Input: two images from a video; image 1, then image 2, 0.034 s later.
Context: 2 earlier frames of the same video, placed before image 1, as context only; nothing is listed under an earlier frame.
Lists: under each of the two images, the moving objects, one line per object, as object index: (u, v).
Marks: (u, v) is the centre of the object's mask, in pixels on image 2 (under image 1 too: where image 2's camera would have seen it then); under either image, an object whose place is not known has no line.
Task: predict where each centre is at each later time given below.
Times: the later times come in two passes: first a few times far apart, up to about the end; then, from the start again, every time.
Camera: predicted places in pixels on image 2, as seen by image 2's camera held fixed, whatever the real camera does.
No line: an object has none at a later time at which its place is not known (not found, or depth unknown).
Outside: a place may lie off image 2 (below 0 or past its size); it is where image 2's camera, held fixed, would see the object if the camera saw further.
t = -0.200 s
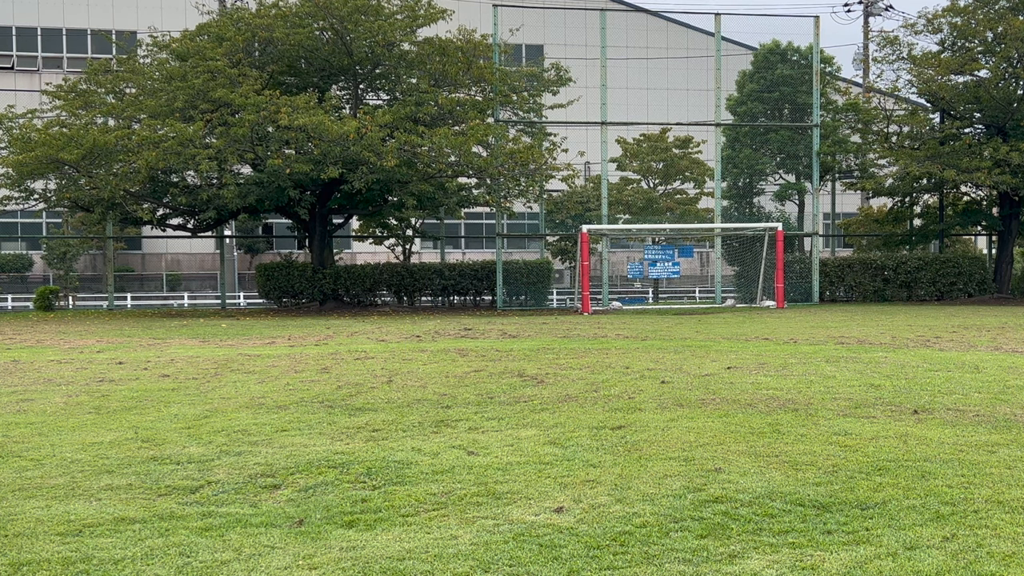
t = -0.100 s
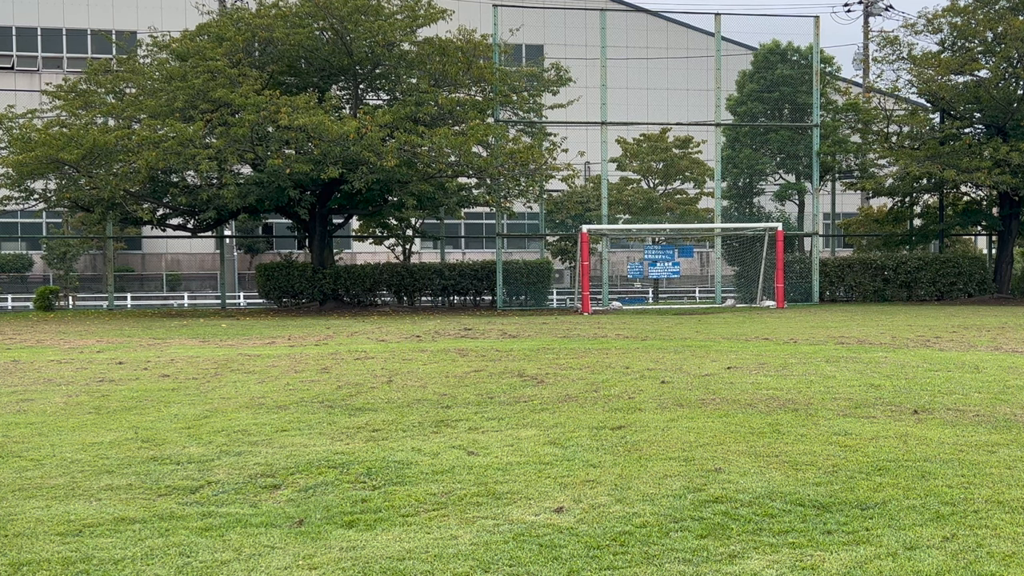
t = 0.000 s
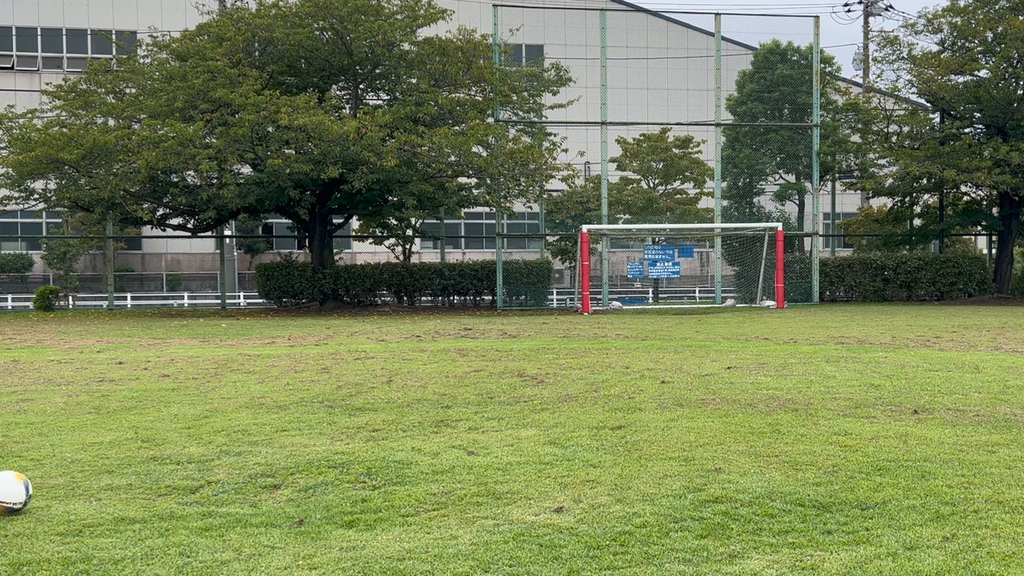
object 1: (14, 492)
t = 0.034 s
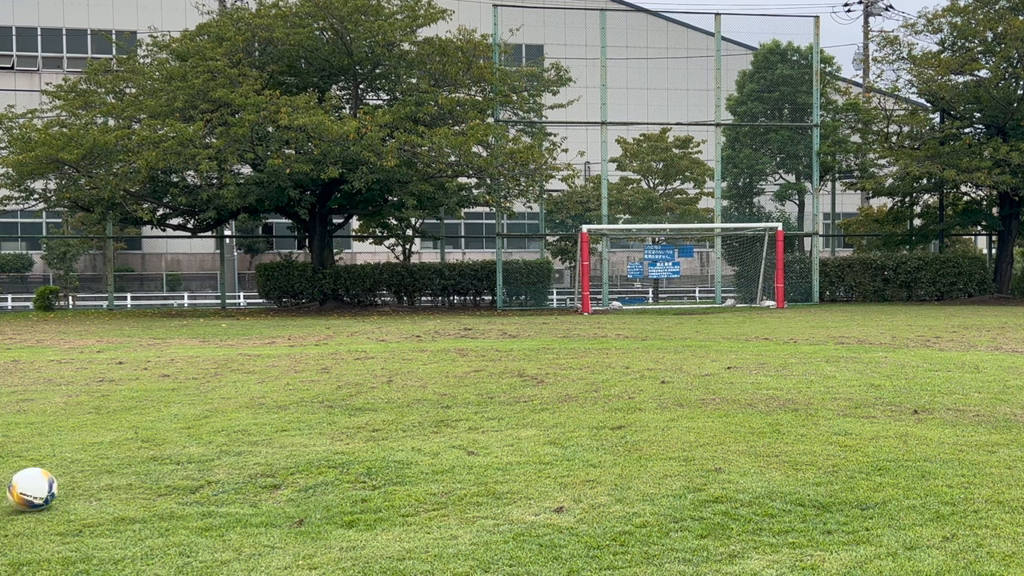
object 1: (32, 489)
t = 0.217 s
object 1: (136, 474)
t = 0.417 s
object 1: (213, 465)
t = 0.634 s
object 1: (278, 452)
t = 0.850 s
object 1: (334, 443)
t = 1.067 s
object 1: (380, 434)
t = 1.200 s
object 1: (405, 430)
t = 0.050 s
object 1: (44, 488)
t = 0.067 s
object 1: (55, 487)
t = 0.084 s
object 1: (66, 485)
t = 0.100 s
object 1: (76, 483)
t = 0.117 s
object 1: (86, 482)
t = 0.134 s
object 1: (96, 481)
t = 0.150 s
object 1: (105, 480)
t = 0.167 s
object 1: (113, 478)
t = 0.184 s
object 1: (121, 476)
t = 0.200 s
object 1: (128, 475)
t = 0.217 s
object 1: (136, 474)
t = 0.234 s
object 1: (143, 474)
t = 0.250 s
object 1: (150, 473)
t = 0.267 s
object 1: (157, 473)
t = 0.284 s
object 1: (164, 472)
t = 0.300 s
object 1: (170, 471)
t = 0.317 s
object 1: (176, 469)
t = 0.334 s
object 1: (183, 467)
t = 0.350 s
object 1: (189, 465)
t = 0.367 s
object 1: (195, 464)
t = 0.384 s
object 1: (201, 464)
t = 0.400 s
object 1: (207, 464)
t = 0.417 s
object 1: (213, 465)
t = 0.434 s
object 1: (218, 465)
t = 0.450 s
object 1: (223, 463)
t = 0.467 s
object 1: (228, 461)
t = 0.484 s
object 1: (234, 460)
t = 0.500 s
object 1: (239, 458)
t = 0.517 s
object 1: (244, 458)
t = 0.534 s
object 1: (249, 457)
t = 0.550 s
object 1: (254, 457)
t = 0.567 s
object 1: (259, 457)
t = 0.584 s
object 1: (264, 456)
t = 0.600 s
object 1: (268, 454)
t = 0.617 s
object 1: (273, 453)
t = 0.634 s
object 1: (278, 452)
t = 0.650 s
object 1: (282, 451)
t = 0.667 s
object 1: (287, 451)
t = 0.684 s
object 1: (292, 450)
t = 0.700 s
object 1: (296, 450)
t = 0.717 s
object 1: (301, 449)
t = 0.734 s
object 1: (305, 448)
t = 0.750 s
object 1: (310, 447)
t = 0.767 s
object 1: (314, 446)
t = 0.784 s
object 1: (318, 445)
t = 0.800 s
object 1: (322, 445)
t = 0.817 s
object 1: (326, 444)
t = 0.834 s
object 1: (330, 444)
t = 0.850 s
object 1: (334, 443)
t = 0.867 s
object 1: (338, 441)
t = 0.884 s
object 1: (342, 440)
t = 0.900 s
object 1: (345, 439)
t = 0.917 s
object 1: (349, 439)
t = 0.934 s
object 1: (352, 439)
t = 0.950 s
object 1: (356, 438)
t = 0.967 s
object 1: (360, 438)
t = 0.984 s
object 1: (364, 438)
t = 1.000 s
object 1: (367, 437)
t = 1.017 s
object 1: (370, 436)
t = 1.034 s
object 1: (373, 435)
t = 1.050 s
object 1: (377, 434)
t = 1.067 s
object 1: (380, 434)
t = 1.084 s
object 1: (384, 434)
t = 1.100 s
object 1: (387, 434)
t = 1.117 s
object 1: (391, 433)
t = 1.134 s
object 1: (393, 432)
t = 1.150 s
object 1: (397, 431)
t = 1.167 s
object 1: (400, 430)
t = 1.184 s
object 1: (402, 430)
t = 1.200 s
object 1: (405, 430)
